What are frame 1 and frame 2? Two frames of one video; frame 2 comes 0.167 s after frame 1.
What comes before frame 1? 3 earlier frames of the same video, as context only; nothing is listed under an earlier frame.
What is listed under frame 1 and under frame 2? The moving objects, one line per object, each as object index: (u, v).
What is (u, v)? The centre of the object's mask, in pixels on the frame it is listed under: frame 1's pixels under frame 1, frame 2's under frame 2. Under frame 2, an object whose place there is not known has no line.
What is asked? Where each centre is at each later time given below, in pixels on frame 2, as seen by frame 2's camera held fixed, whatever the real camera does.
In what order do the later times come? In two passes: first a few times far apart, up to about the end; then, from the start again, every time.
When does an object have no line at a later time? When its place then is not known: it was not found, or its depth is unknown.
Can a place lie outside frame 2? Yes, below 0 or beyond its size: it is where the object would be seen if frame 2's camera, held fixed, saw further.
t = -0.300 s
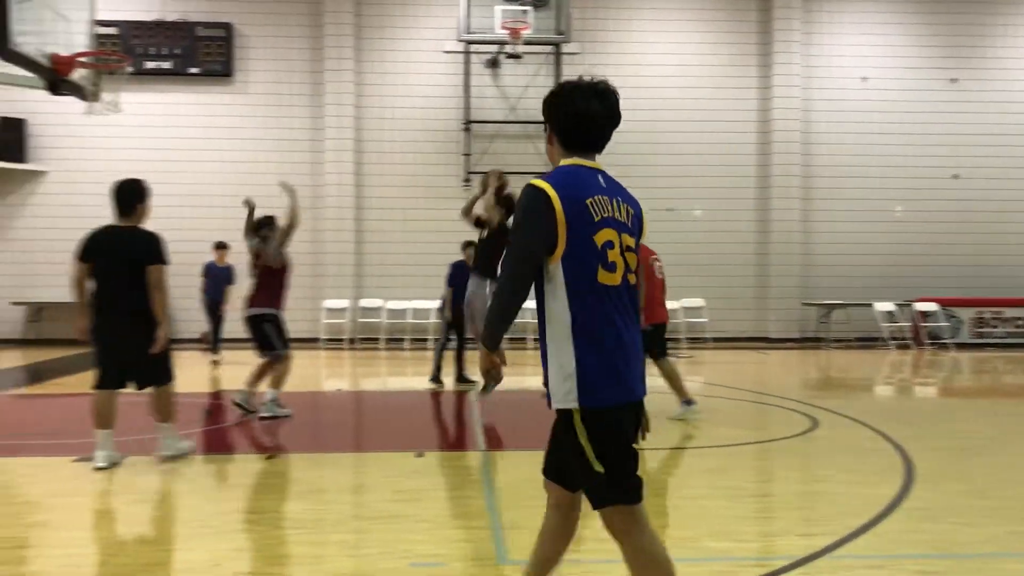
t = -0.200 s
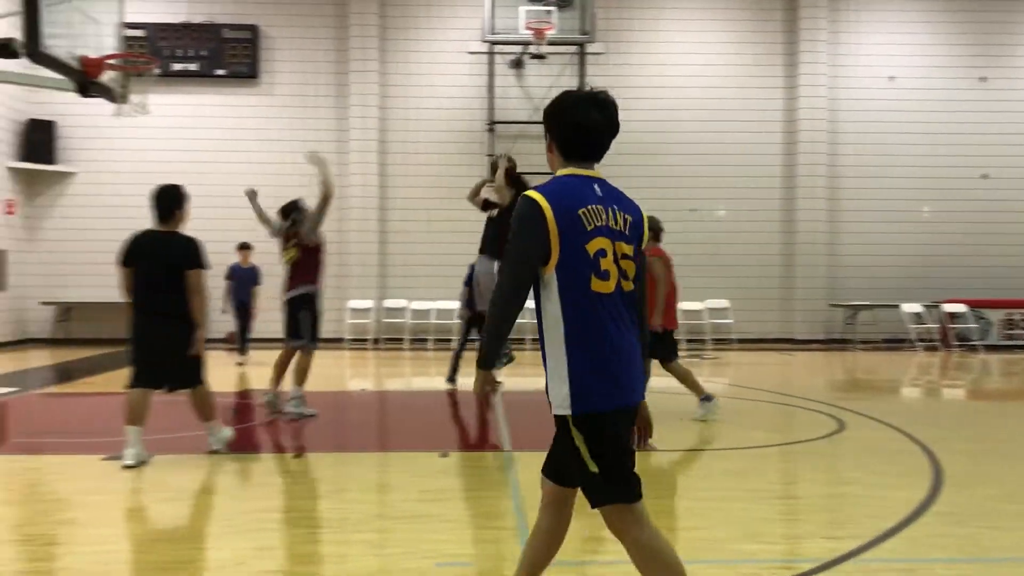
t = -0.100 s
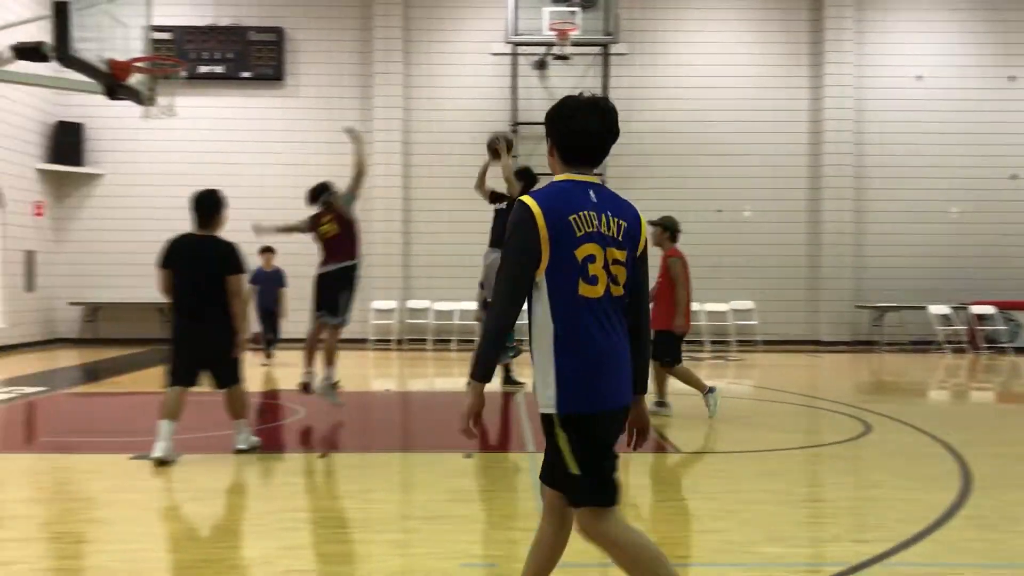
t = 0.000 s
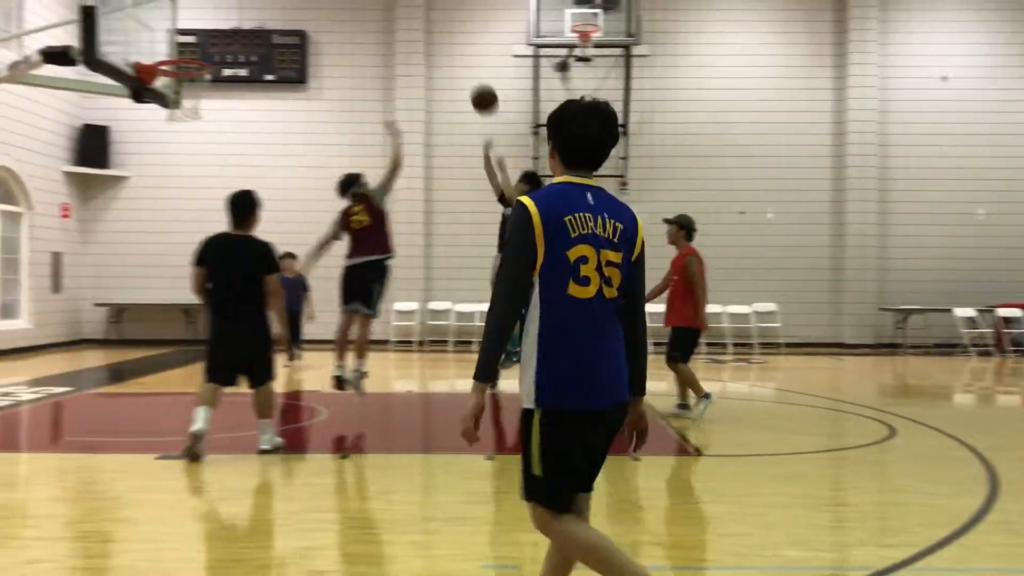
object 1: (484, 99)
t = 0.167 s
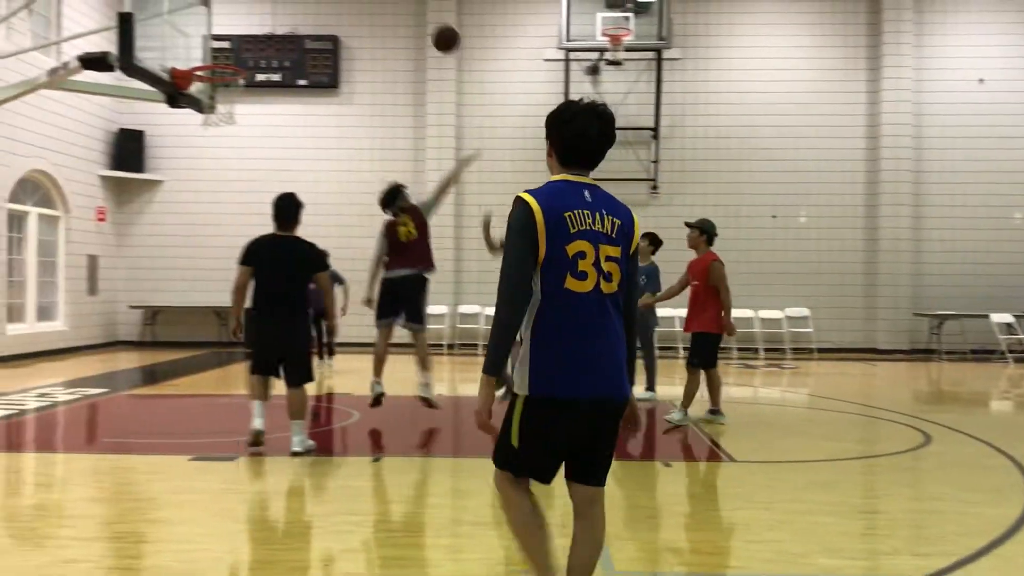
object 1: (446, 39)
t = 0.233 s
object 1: (417, 21)
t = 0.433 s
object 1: (333, 1)
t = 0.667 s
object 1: (231, 24)
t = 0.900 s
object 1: (201, 35)
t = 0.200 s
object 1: (432, 30)
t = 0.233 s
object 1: (417, 21)
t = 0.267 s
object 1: (402, 14)
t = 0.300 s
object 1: (389, 9)
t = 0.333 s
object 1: (375, 6)
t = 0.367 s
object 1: (361, 3)
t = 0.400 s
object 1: (348, 2)
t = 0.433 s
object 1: (333, 1)
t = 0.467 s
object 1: (318, 0)
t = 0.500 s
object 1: (304, 0)
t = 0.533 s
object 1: (293, 3)
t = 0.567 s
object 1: (278, 7)
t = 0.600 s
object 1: (264, 13)
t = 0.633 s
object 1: (248, 19)
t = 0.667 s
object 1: (231, 24)
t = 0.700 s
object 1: (216, 34)
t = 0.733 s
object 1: (200, 46)
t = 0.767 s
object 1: (185, 54)
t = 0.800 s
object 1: (179, 49)
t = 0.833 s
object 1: (187, 43)
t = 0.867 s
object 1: (193, 39)
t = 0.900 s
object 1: (201, 35)
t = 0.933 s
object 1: (208, 33)
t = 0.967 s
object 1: (216, 33)
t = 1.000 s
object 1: (225, 35)
